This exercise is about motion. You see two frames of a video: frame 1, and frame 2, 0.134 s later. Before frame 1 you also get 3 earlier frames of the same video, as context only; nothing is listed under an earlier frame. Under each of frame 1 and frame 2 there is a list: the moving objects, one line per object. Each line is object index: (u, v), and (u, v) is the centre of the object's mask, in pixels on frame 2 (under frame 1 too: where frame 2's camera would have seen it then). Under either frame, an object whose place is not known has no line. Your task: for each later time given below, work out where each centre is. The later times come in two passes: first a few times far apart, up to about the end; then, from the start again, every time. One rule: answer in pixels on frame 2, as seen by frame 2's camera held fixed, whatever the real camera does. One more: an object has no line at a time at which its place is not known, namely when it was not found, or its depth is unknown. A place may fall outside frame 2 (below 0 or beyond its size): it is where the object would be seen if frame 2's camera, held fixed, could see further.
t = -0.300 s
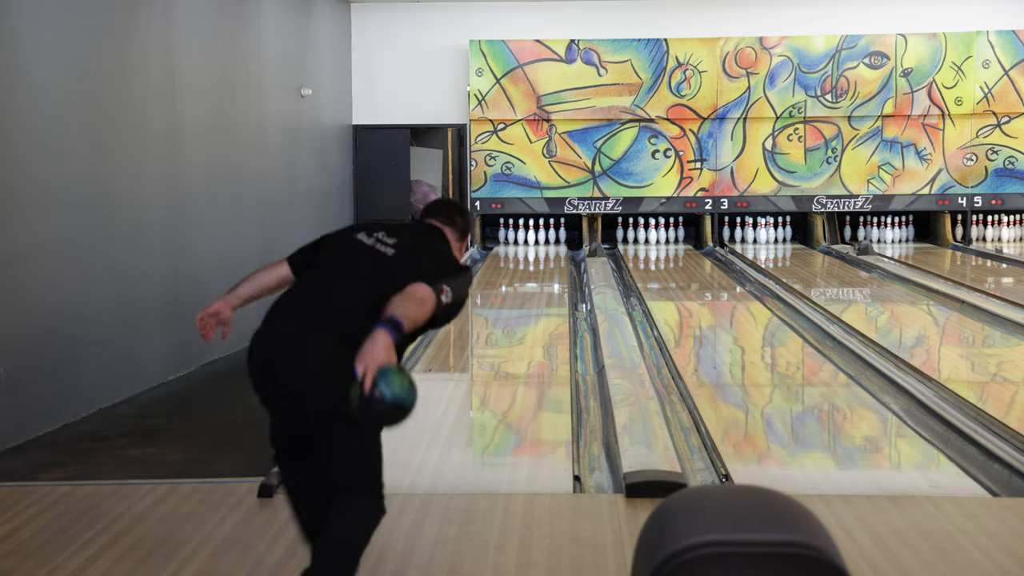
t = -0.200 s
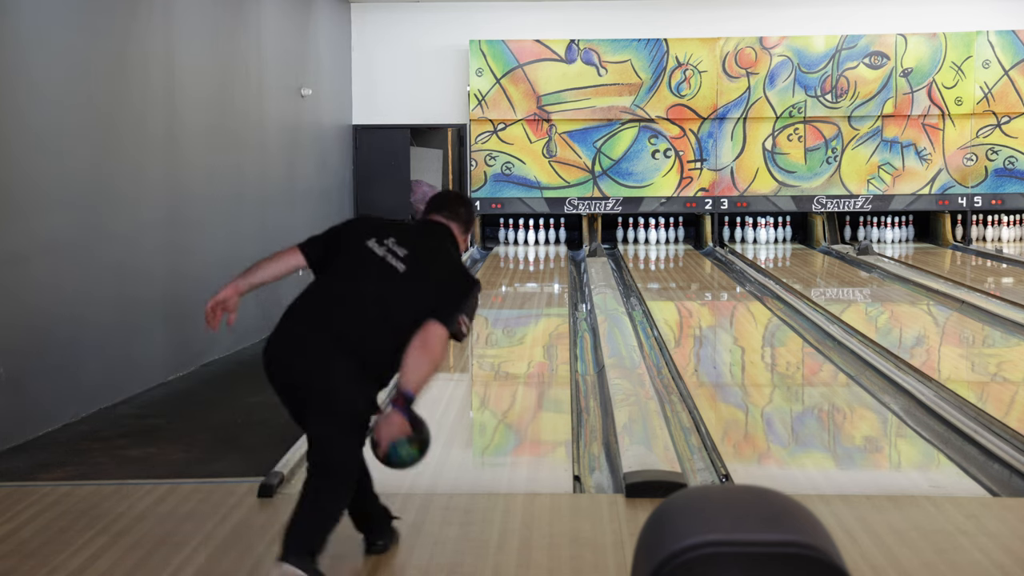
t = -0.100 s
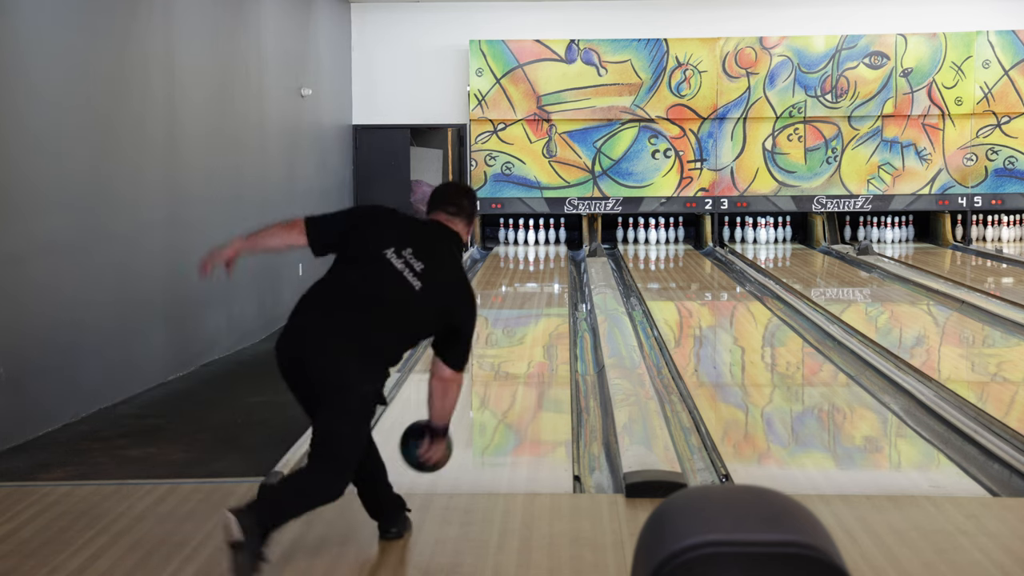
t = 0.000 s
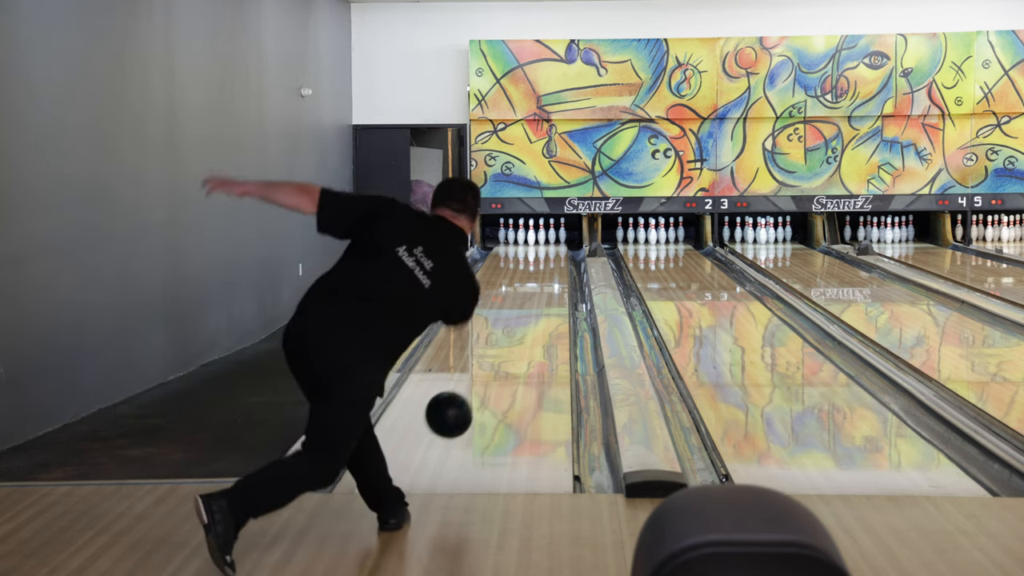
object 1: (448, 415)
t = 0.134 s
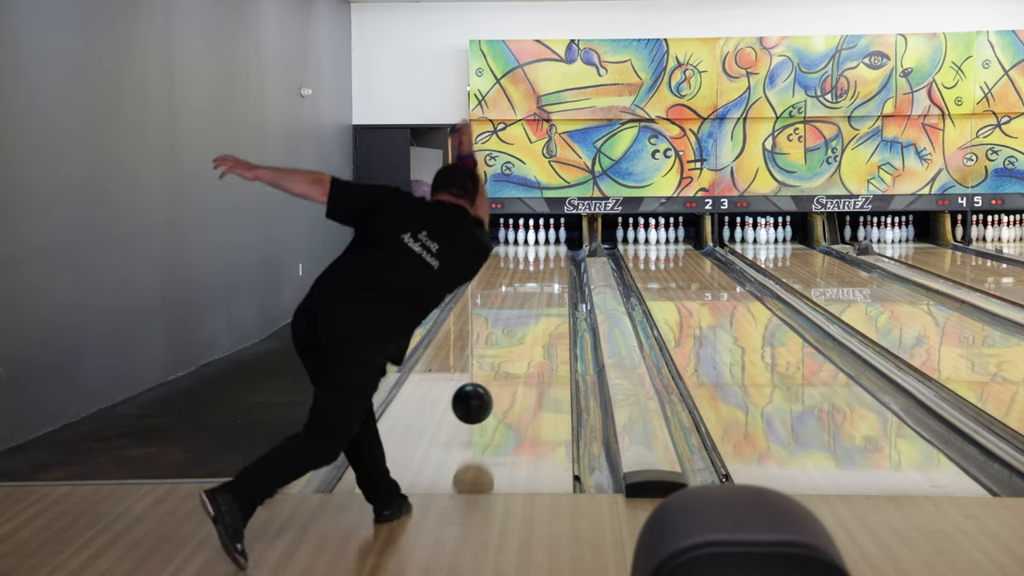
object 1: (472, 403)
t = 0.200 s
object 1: (481, 404)
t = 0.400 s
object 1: (503, 366)
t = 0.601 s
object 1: (519, 337)
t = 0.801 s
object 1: (530, 314)
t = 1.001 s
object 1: (538, 297)
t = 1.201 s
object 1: (545, 283)
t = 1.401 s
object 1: (549, 271)
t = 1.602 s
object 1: (552, 261)
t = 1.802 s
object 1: (551, 252)
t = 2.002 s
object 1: (545, 245)
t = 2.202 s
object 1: (537, 239)
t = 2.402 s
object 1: (535, 236)
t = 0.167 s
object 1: (477, 406)
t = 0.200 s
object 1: (481, 404)
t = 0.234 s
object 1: (485, 394)
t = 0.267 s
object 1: (490, 386)
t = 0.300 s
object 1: (493, 380)
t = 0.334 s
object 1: (497, 377)
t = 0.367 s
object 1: (500, 371)
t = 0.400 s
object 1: (503, 366)
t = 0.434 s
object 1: (506, 361)
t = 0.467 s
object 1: (509, 355)
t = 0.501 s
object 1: (511, 351)
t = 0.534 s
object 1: (514, 346)
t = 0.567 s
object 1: (516, 341)
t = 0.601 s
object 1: (519, 337)
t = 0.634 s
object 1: (521, 333)
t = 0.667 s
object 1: (523, 329)
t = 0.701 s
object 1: (525, 325)
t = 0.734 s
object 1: (526, 321)
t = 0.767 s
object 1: (528, 318)
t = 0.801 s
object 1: (530, 314)
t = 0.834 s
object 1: (531, 311)
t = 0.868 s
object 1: (533, 308)
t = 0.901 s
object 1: (534, 305)
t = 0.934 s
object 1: (535, 302)
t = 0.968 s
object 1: (537, 300)
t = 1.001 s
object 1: (538, 297)
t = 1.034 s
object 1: (539, 294)
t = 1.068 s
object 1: (541, 292)
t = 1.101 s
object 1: (542, 289)
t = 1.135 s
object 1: (543, 287)
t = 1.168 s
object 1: (544, 285)
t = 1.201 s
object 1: (545, 283)
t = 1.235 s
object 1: (545, 281)
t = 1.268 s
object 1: (546, 279)
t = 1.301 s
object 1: (547, 277)
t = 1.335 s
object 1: (548, 275)
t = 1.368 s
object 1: (548, 273)
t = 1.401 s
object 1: (549, 271)
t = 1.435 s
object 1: (549, 269)
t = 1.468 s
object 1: (550, 268)
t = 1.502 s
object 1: (551, 266)
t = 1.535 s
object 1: (551, 264)
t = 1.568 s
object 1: (552, 262)
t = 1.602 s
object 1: (552, 261)
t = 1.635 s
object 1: (551, 259)
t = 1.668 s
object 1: (551, 258)
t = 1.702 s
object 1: (551, 256)
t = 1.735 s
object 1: (551, 255)
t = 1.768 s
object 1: (551, 254)
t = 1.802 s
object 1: (551, 252)
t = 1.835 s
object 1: (550, 251)
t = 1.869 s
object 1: (549, 250)
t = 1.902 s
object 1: (548, 249)
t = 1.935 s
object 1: (548, 248)
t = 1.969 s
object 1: (547, 247)
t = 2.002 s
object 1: (545, 245)
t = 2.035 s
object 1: (545, 244)
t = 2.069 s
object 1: (543, 243)
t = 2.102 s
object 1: (542, 243)
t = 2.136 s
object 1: (541, 241)
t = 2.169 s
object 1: (539, 240)
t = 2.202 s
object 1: (537, 239)
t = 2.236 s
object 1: (536, 238)
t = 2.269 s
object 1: (536, 238)
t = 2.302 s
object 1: (535, 237)
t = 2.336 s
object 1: (535, 237)
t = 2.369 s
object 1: (535, 237)
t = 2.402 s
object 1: (535, 236)
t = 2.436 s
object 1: (535, 236)
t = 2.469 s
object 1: (534, 235)
